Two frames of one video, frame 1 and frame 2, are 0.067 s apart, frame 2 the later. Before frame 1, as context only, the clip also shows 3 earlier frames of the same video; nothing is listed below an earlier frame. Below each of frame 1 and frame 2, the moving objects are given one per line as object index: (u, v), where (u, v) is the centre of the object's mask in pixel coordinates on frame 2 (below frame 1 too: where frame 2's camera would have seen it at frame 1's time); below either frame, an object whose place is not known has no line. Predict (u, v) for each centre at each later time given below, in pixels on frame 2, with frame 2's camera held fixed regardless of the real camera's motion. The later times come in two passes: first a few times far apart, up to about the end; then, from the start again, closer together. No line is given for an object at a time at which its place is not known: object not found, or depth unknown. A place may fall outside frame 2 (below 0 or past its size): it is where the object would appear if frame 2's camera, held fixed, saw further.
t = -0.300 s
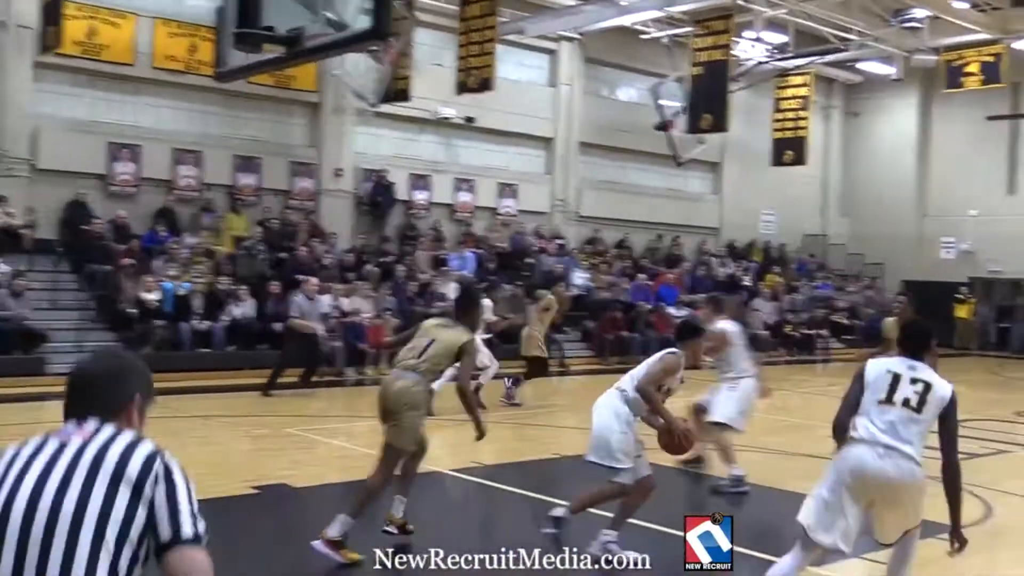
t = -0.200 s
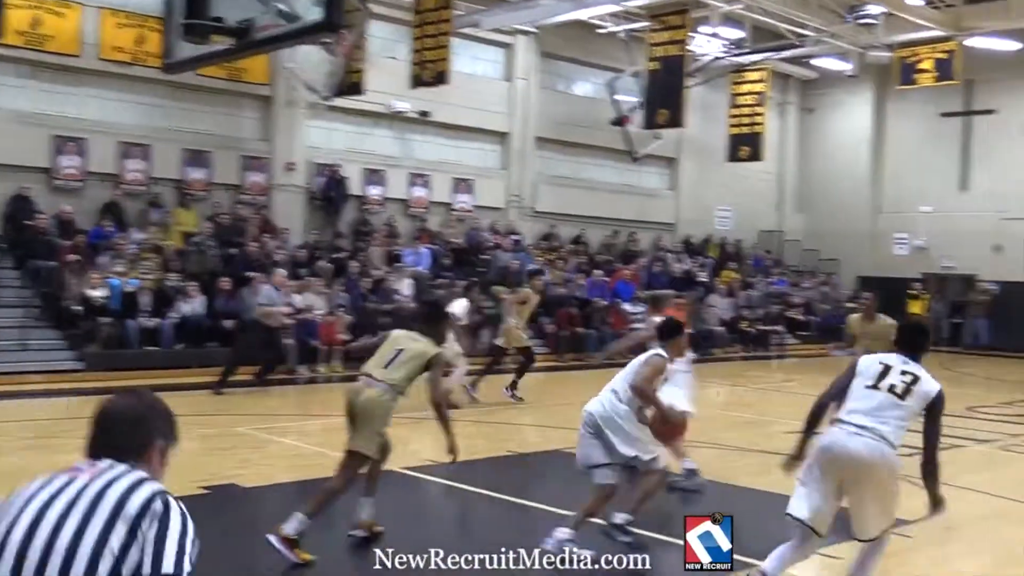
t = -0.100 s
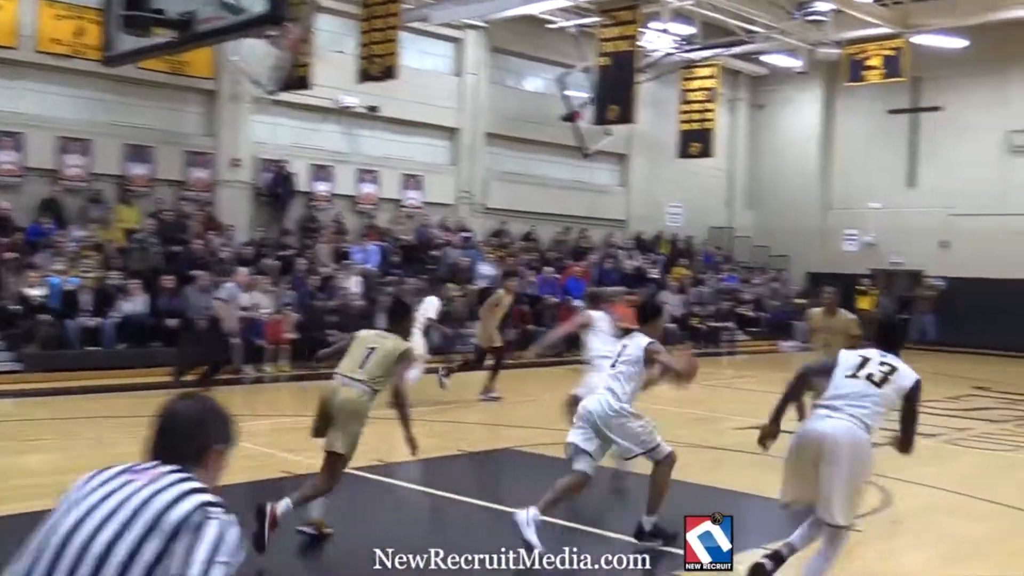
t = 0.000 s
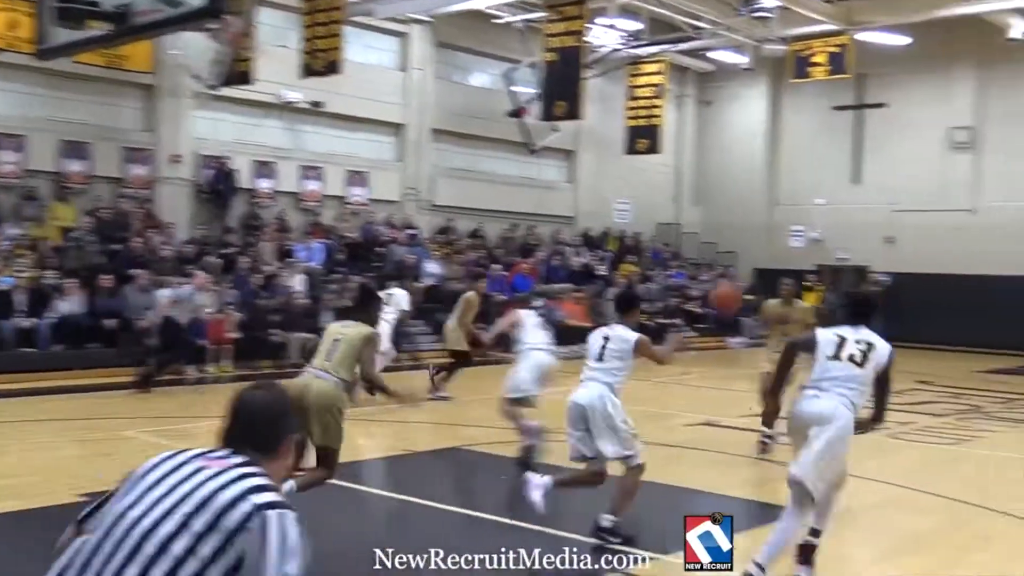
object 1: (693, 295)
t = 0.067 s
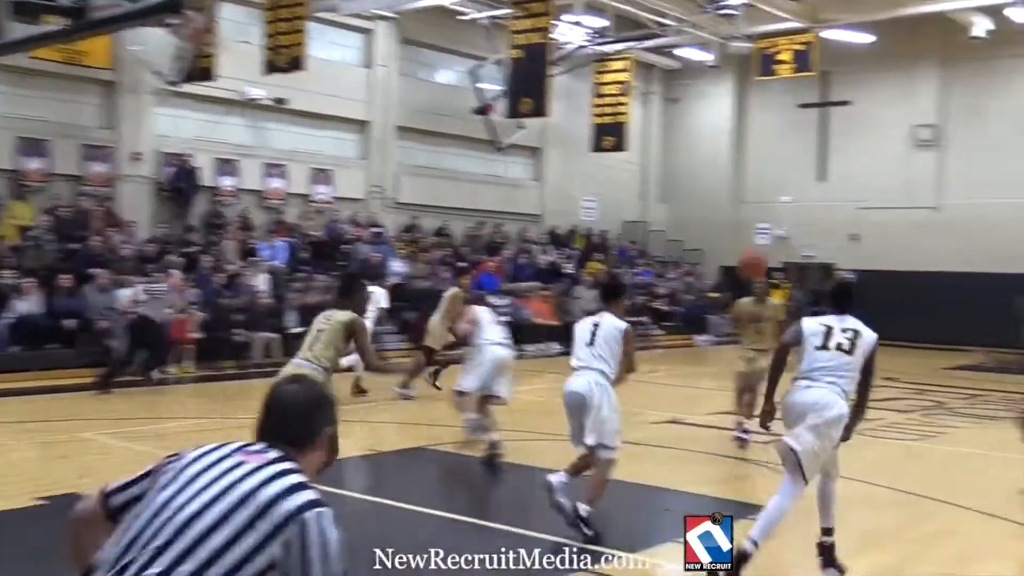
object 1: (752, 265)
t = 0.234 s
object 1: (865, 217)
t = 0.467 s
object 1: (968, 201)
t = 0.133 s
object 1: (803, 240)
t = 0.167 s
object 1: (824, 231)
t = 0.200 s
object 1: (845, 223)
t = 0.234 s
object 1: (865, 217)
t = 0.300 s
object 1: (899, 207)
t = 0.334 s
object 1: (915, 204)
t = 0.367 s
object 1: (930, 203)
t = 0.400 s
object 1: (943, 202)
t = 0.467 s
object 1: (968, 201)
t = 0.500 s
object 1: (980, 203)
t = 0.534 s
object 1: (991, 204)
